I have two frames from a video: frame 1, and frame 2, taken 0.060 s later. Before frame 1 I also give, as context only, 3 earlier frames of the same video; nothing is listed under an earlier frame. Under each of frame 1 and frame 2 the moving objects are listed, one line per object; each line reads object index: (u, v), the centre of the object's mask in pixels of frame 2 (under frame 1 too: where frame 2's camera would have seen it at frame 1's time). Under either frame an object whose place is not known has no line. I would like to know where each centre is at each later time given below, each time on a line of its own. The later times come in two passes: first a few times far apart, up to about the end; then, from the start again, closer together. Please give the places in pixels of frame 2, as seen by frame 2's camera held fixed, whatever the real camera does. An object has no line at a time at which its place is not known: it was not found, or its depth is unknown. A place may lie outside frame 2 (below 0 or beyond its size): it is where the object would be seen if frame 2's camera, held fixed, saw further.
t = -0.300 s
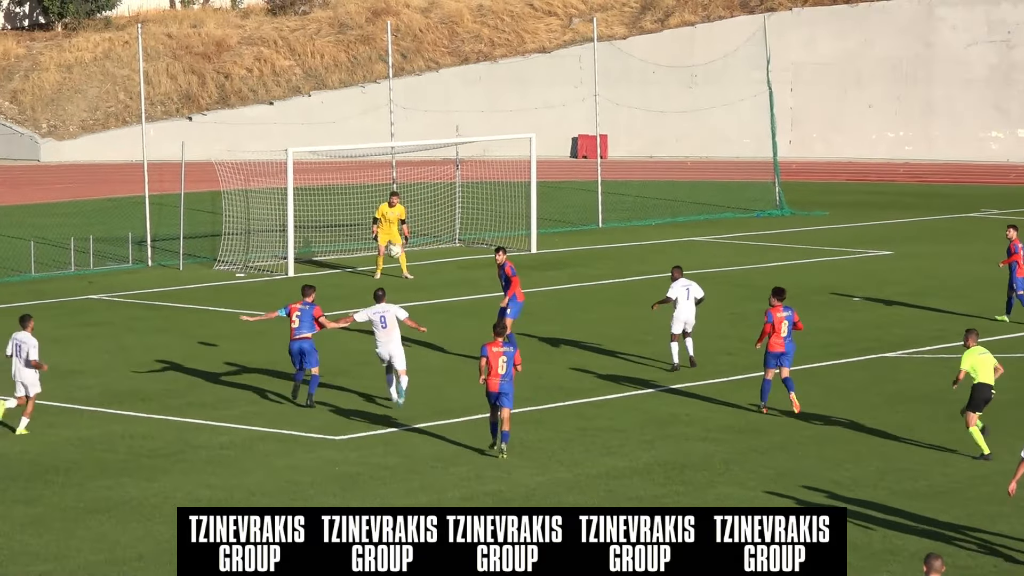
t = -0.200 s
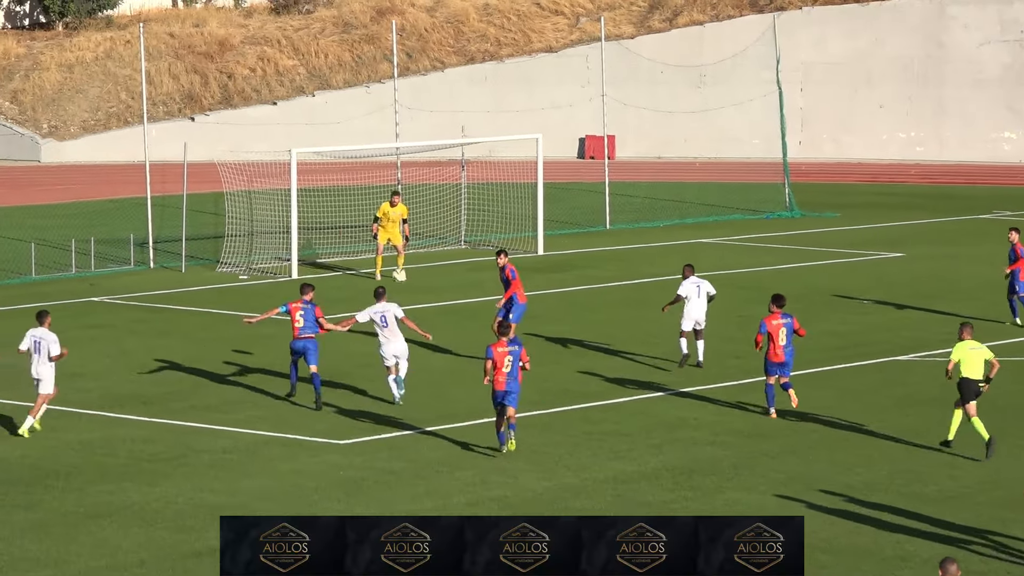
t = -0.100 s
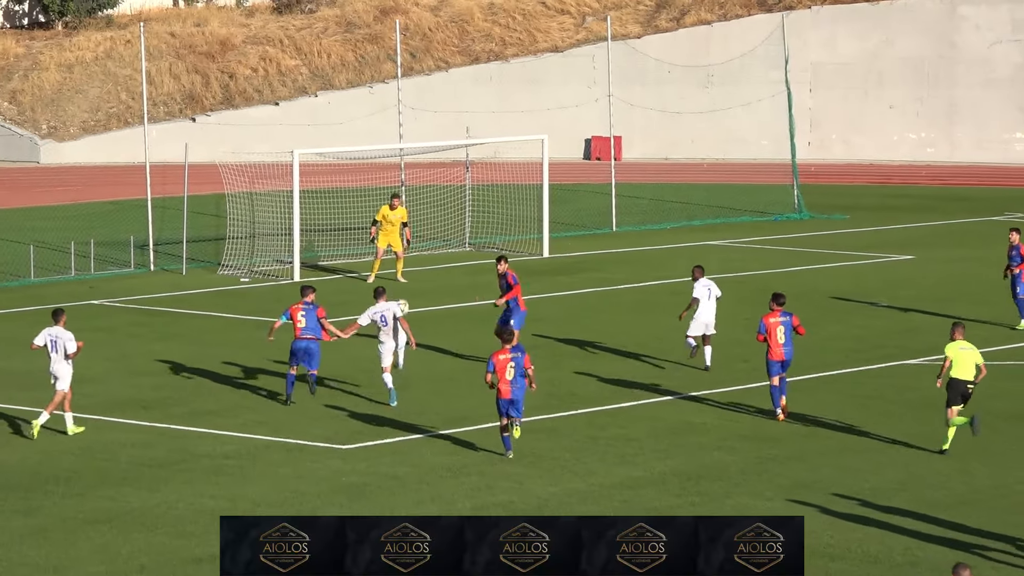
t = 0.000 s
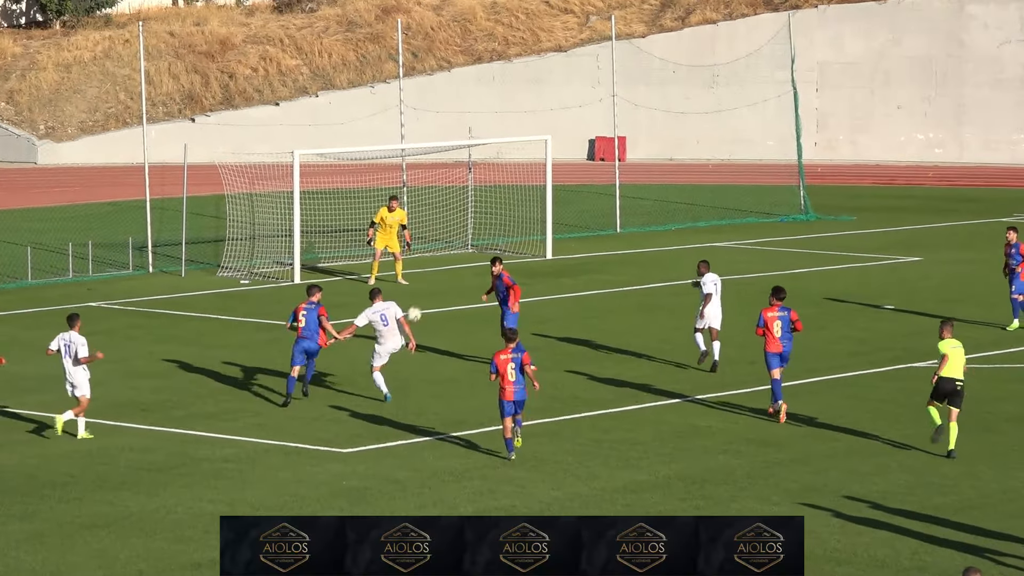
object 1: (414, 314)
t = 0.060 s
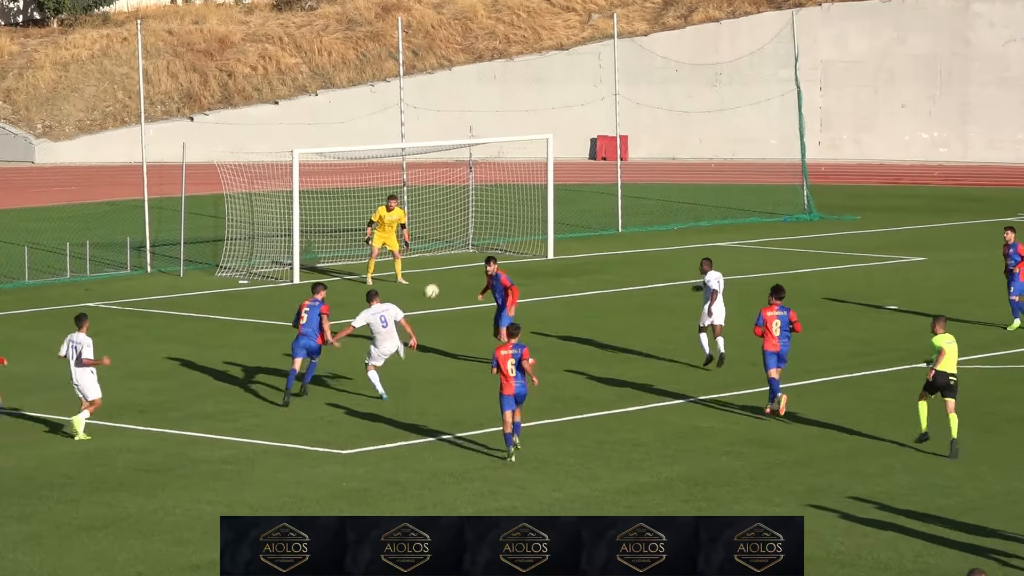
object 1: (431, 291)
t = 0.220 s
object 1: (477, 240)
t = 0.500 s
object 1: (556, 194)
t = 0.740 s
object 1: (619, 193)
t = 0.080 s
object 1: (437, 283)
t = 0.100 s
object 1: (443, 277)
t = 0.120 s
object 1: (449, 269)
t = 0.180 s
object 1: (466, 251)
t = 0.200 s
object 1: (472, 245)
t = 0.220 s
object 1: (477, 240)
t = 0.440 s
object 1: (540, 199)
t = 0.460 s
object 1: (545, 197)
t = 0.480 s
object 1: (551, 195)
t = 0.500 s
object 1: (556, 194)
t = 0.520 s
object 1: (562, 191)
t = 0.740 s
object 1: (619, 193)
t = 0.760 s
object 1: (623, 195)
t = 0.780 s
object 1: (628, 196)
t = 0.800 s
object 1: (632, 199)
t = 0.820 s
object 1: (635, 202)
